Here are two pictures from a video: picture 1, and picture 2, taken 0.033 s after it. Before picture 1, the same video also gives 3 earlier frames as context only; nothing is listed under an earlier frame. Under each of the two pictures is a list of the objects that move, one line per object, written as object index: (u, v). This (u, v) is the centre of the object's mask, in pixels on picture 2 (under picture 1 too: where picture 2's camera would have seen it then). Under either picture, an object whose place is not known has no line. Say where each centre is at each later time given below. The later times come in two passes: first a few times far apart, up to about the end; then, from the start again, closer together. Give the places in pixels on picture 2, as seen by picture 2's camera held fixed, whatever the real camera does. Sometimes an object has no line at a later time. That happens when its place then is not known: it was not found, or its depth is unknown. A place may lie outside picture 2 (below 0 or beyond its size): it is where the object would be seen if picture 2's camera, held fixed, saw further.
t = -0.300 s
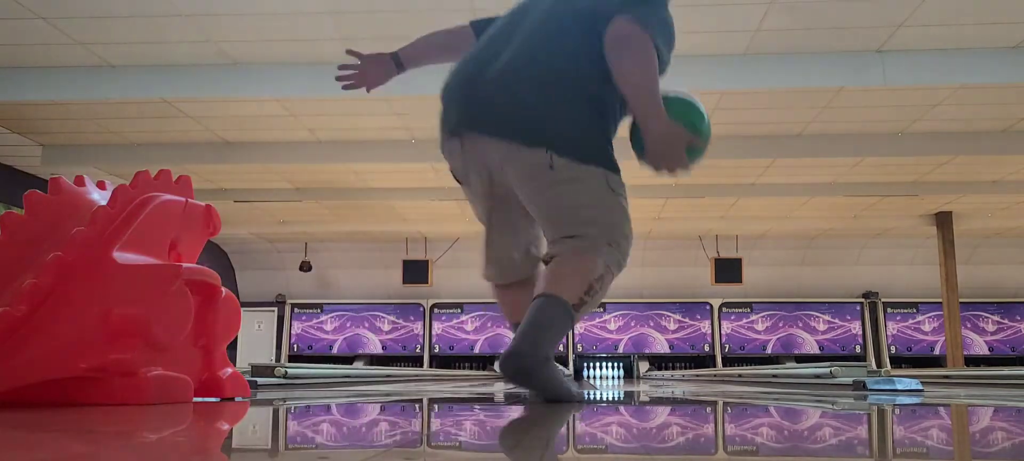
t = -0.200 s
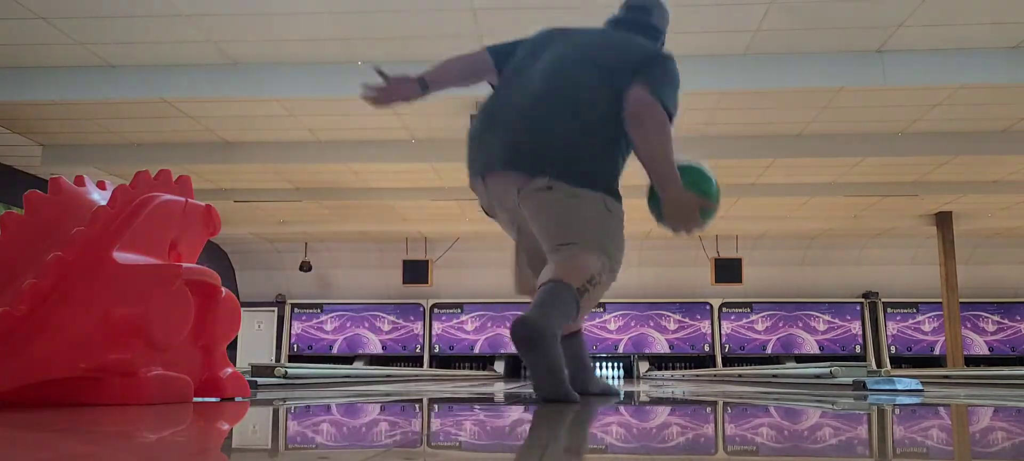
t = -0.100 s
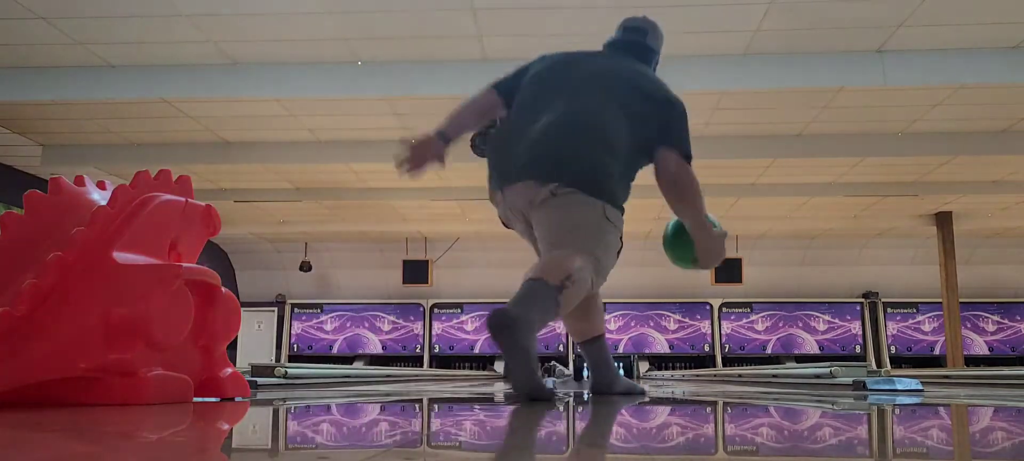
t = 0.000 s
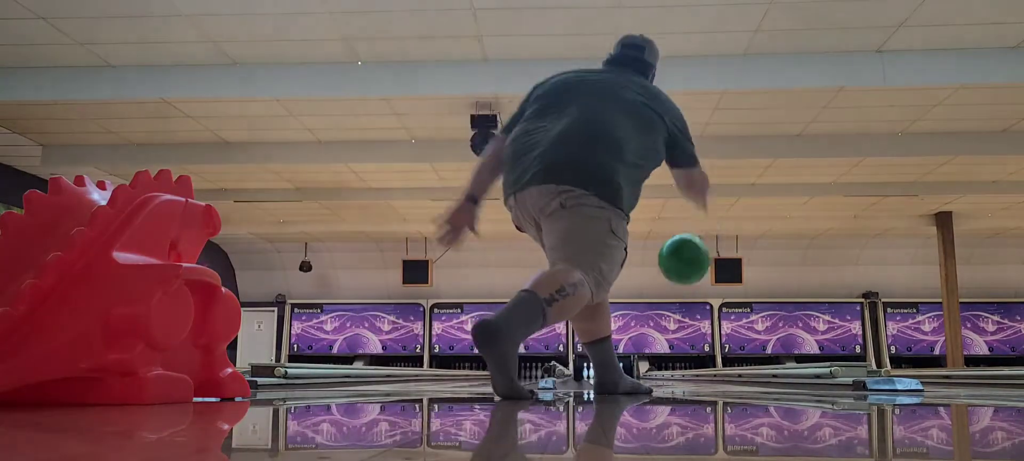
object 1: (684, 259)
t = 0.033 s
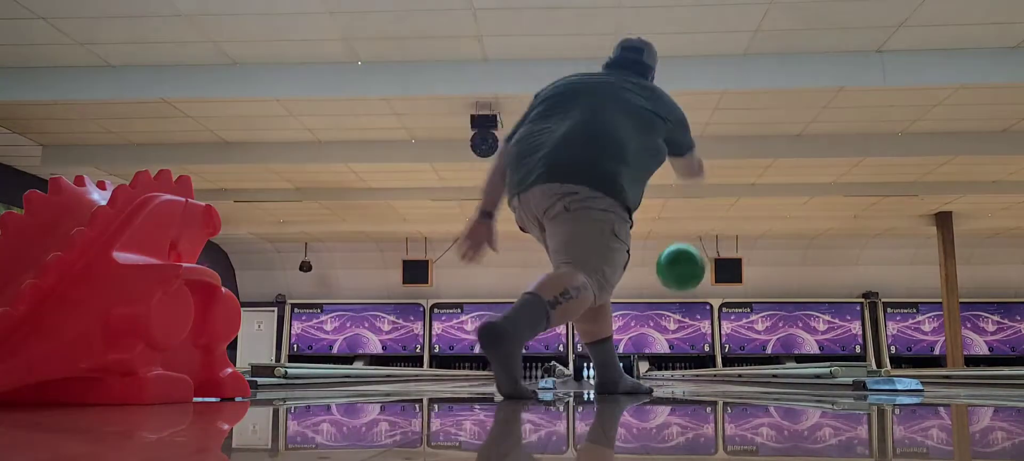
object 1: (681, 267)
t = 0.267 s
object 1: (666, 360)
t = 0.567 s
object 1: (652, 370)
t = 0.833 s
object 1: (644, 369)
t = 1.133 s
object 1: (636, 371)
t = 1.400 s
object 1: (629, 372)
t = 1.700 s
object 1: (623, 371)
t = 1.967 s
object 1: (618, 371)
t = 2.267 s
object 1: (613, 371)
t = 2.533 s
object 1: (612, 369)
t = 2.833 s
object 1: (603, 370)
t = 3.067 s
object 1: (600, 371)
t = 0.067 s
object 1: (678, 278)
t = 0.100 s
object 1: (675, 290)
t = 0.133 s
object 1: (673, 302)
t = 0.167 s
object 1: (671, 315)
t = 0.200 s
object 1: (669, 328)
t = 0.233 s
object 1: (667, 345)
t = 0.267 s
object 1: (666, 360)
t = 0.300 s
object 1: (663, 370)
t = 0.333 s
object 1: (659, 370)
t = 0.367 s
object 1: (660, 371)
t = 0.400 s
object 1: (659, 369)
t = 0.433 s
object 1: (657, 370)
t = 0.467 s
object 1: (656, 369)
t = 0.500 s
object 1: (654, 367)
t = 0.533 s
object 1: (653, 369)
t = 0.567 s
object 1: (652, 370)
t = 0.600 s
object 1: (651, 369)
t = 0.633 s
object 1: (650, 370)
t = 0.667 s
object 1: (649, 369)
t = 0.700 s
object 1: (648, 369)
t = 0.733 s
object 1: (646, 369)
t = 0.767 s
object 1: (646, 369)
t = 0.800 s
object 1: (645, 369)
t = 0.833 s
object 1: (644, 369)
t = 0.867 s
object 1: (643, 369)
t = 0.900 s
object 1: (642, 369)
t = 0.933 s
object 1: (640, 369)
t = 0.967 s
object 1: (640, 371)
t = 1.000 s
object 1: (639, 371)
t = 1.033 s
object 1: (638, 371)
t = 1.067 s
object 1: (637, 371)
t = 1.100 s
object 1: (636, 371)
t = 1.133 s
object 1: (636, 371)
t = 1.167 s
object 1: (635, 371)
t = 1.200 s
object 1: (634, 372)
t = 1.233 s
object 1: (633, 372)
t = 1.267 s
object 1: (632, 370)
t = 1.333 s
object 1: (631, 372)
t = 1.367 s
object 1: (631, 372)
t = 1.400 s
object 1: (629, 372)
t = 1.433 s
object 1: (629, 372)
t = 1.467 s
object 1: (629, 372)
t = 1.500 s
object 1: (628, 372)
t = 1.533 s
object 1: (626, 372)
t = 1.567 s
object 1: (626, 371)
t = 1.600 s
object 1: (626, 371)
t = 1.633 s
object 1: (625, 371)
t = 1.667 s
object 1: (624, 371)
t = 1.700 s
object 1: (623, 371)
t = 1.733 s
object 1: (622, 371)
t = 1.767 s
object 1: (621, 371)
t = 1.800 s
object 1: (621, 371)
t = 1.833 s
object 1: (620, 371)
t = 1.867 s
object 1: (620, 371)
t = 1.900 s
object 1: (619, 371)
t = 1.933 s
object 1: (618, 371)
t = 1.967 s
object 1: (618, 371)
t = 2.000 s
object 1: (617, 371)
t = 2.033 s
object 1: (617, 371)
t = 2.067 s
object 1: (616, 371)
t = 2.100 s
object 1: (616, 371)
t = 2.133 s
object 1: (616, 371)
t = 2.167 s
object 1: (616, 371)
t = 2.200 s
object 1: (614, 371)
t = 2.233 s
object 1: (613, 371)
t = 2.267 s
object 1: (613, 371)
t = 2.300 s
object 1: (612, 371)
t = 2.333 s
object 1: (611, 371)
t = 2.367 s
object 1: (611, 371)
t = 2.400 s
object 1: (611, 371)
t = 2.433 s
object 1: (611, 371)
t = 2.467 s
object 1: (611, 371)
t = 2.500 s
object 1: (612, 370)
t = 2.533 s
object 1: (612, 369)
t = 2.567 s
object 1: (612, 369)
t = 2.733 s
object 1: (605, 370)
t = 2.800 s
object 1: (605, 370)
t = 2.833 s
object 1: (603, 370)
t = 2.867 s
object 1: (603, 370)
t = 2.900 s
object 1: (603, 370)
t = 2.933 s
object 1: (601, 370)
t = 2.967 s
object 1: (601, 371)
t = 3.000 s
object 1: (601, 372)
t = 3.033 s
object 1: (600, 371)
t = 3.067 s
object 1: (600, 371)
